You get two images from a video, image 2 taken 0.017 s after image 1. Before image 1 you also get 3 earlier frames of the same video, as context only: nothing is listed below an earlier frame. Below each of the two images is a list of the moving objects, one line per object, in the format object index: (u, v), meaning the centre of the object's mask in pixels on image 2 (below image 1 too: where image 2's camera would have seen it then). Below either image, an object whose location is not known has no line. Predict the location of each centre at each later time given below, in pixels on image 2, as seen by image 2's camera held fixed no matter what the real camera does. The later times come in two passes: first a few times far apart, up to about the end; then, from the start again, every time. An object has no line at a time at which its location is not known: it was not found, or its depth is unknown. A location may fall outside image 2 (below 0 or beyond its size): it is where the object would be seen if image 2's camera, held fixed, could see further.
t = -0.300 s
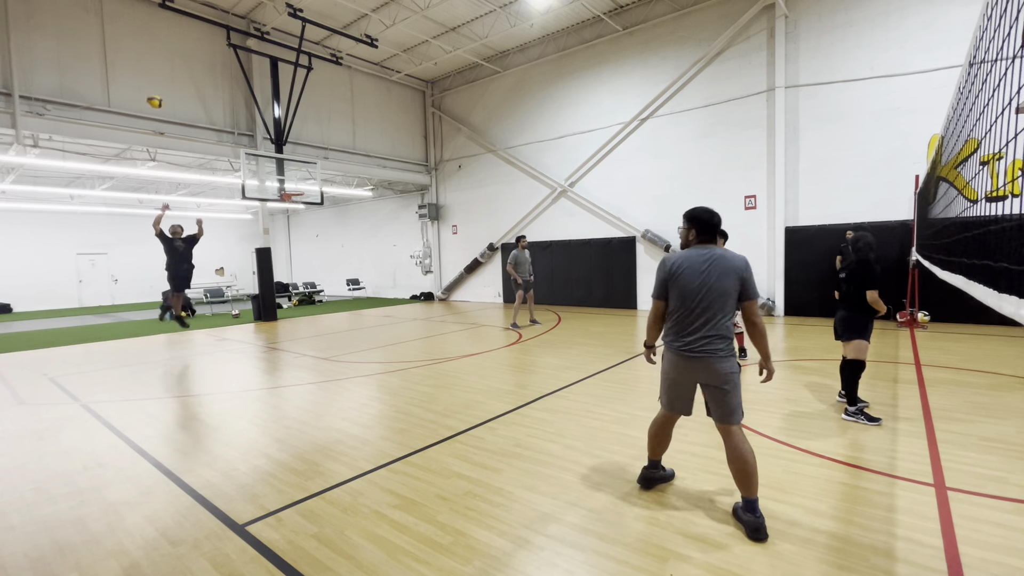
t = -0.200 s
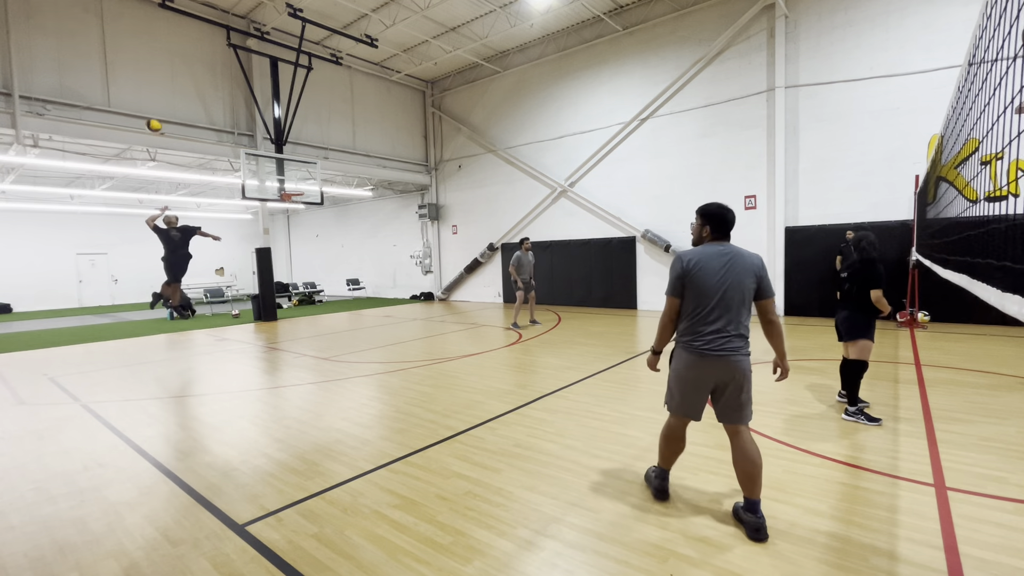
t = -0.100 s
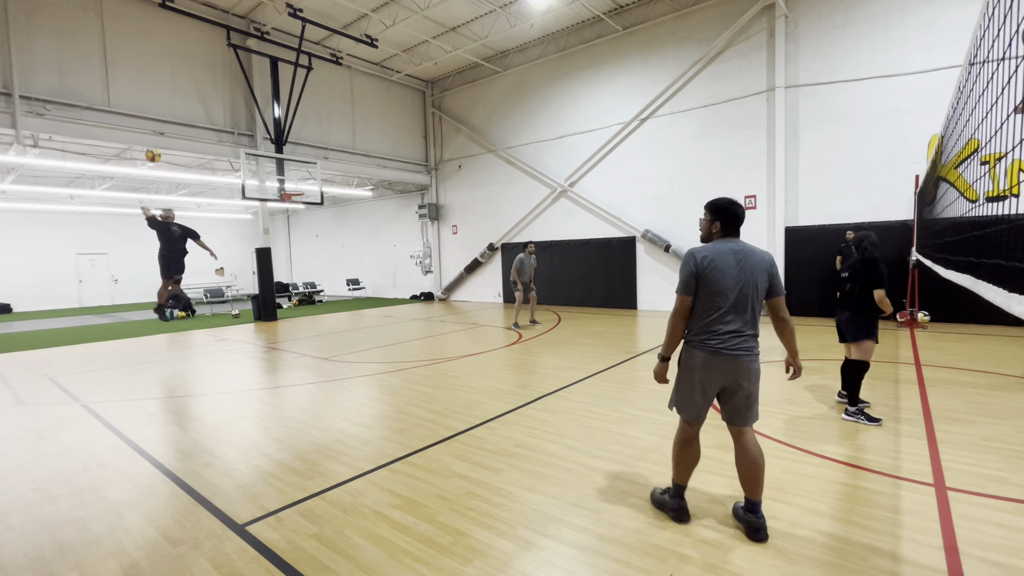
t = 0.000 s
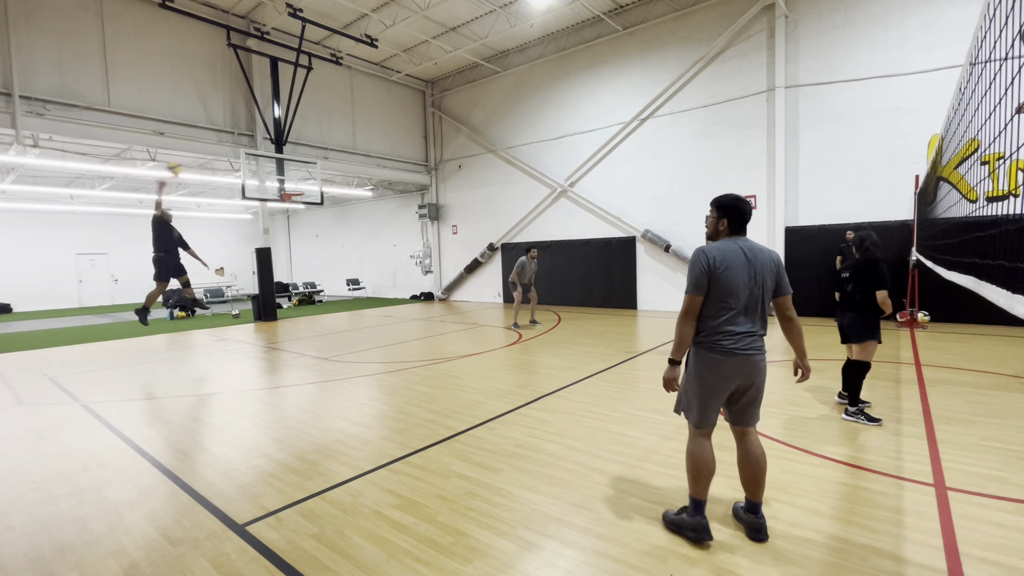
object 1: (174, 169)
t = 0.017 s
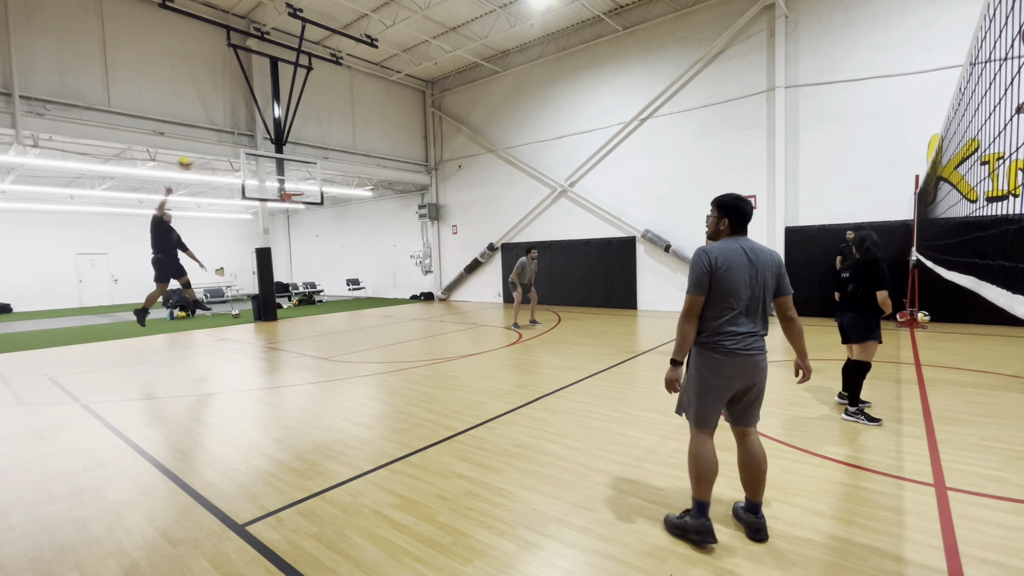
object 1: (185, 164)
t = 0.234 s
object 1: (361, 103)
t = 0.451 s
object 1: (594, 74)
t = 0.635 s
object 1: (840, 85)
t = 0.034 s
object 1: (197, 158)
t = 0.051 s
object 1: (209, 153)
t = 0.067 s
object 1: (221, 148)
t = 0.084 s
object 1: (234, 142)
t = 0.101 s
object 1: (247, 137)
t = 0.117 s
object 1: (260, 133)
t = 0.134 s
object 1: (274, 128)
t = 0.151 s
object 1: (286, 124)
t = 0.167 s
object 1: (301, 119)
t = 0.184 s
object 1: (316, 115)
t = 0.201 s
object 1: (329, 111)
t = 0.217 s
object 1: (345, 106)
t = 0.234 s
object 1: (361, 103)
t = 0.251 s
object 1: (377, 99)
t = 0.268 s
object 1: (393, 96)
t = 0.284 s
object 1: (411, 92)
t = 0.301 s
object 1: (427, 89)
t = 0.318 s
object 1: (444, 87)
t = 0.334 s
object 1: (461, 84)
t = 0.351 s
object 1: (480, 82)
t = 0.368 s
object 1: (497, 80)
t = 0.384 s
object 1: (516, 78)
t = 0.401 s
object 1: (535, 77)
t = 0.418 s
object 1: (555, 75)
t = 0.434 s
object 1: (575, 74)
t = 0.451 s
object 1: (594, 74)
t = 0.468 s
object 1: (614, 73)
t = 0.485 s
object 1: (635, 73)
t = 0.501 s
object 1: (656, 74)
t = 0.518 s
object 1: (678, 74)
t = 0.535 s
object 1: (700, 74)
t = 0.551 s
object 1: (722, 75)
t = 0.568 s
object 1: (745, 77)
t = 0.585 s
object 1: (768, 79)
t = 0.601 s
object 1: (793, 80)
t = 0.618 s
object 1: (816, 83)
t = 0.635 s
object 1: (840, 85)
